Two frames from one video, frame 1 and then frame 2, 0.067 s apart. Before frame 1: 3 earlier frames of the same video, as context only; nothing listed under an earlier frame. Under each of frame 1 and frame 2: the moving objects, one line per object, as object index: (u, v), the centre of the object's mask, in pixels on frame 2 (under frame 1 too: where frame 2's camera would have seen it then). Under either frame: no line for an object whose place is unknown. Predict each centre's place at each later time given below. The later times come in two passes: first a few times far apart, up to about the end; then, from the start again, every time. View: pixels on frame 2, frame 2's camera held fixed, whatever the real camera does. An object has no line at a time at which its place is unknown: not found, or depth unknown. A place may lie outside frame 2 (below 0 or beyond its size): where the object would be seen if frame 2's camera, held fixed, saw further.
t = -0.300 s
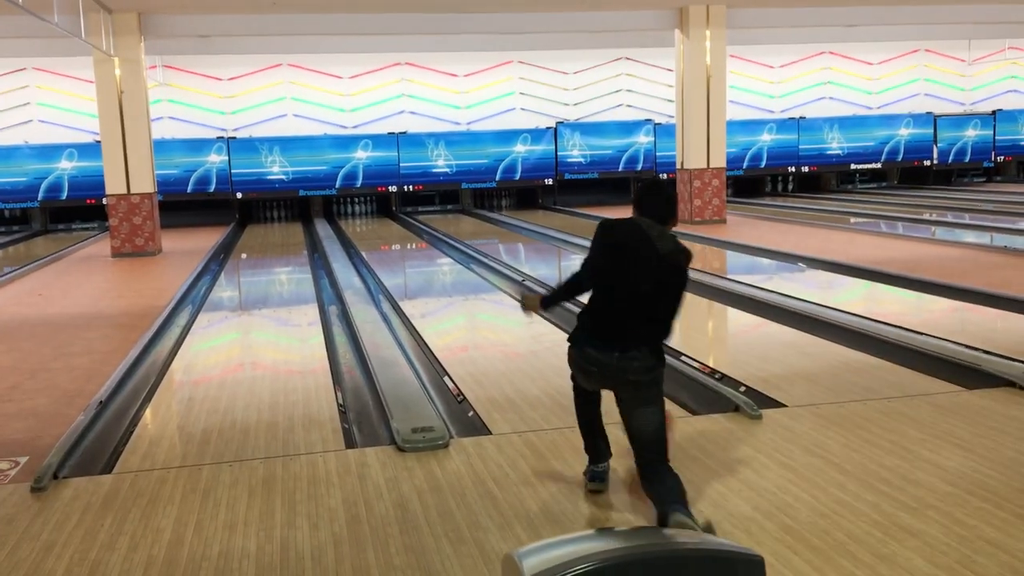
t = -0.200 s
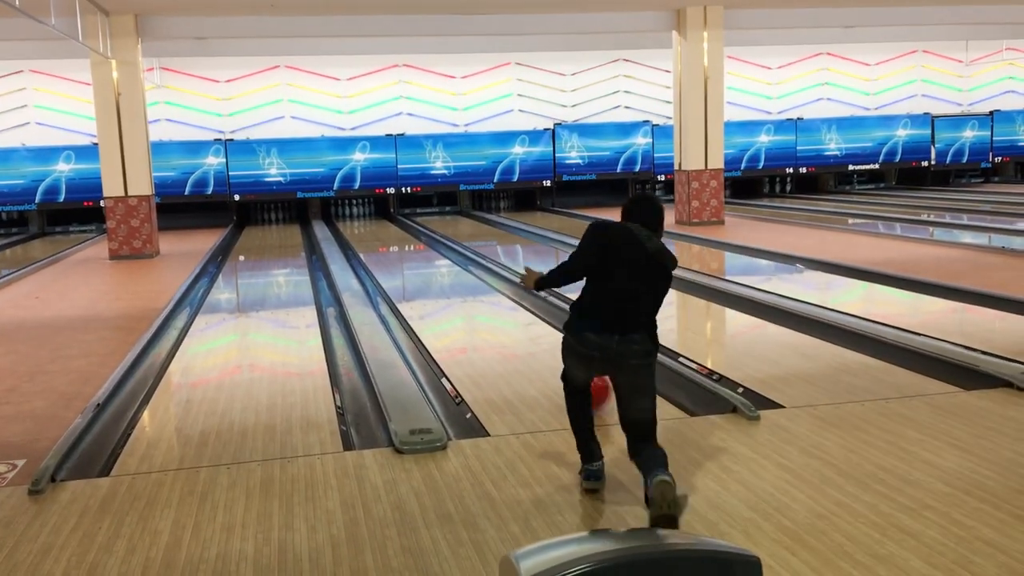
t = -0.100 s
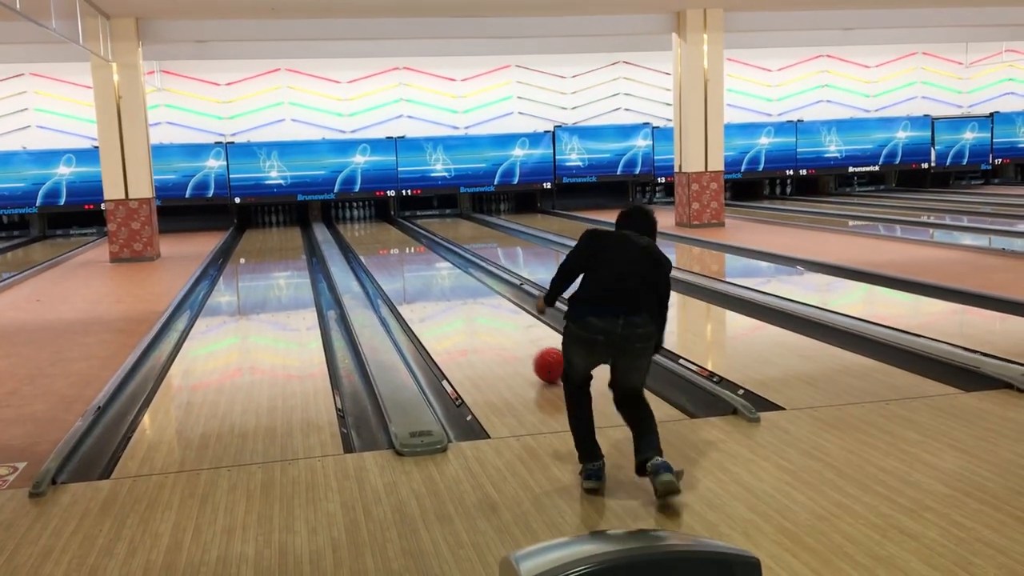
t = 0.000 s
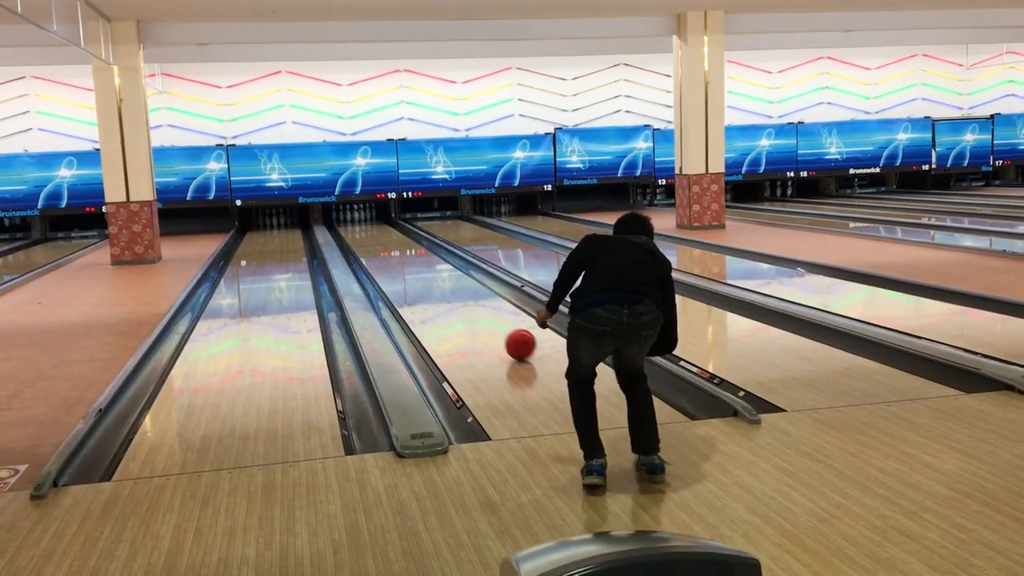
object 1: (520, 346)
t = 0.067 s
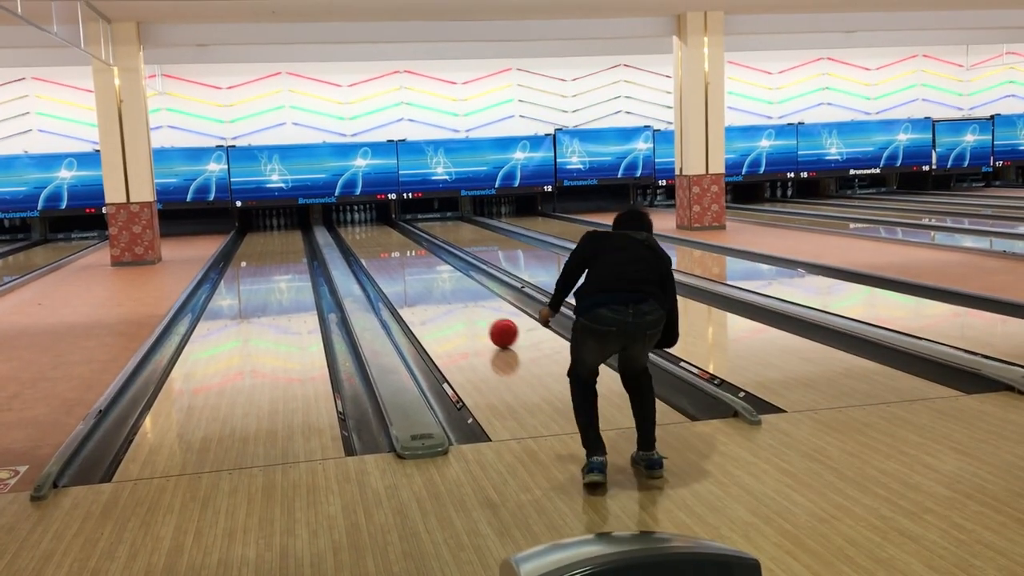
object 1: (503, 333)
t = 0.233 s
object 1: (470, 309)
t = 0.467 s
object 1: (437, 284)
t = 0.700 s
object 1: (413, 268)
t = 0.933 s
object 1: (395, 254)
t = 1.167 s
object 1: (381, 244)
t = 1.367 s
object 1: (372, 237)
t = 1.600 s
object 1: (363, 231)
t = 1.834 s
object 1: (356, 226)
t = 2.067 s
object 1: (348, 221)
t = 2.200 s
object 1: (347, 220)
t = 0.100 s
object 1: (496, 327)
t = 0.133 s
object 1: (488, 322)
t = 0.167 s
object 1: (482, 318)
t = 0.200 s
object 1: (475, 313)
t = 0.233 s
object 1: (470, 309)
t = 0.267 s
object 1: (464, 305)
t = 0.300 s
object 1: (459, 301)
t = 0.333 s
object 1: (454, 297)
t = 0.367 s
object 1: (449, 294)
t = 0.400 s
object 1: (445, 290)
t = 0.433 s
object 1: (440, 287)
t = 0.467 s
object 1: (437, 284)
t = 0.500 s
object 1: (433, 282)
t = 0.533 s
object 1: (429, 279)
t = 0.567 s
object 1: (426, 277)
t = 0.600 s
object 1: (422, 274)
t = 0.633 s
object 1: (419, 272)
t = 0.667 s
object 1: (416, 269)
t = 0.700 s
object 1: (413, 268)
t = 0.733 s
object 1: (410, 265)
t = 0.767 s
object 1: (407, 263)
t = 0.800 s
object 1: (405, 261)
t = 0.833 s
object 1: (402, 260)
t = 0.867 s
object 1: (400, 258)
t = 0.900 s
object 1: (397, 256)
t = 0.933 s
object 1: (395, 254)
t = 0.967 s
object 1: (393, 252)
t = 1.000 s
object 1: (391, 251)
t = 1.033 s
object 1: (389, 250)
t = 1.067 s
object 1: (387, 248)
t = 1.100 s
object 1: (385, 247)
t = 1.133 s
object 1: (383, 246)
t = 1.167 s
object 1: (381, 244)
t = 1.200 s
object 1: (380, 243)
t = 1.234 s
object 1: (378, 242)
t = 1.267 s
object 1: (376, 240)
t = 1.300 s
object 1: (375, 240)
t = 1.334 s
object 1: (373, 238)
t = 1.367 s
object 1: (372, 237)
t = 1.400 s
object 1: (370, 236)
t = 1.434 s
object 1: (369, 235)
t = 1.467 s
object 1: (367, 234)
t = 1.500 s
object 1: (366, 233)
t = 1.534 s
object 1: (365, 233)
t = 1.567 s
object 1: (364, 232)
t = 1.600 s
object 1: (363, 231)
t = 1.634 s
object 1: (362, 230)
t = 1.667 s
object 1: (360, 229)
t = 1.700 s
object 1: (359, 229)
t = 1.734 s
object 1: (358, 228)
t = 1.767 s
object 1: (357, 227)
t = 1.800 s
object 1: (356, 226)
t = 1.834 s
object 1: (356, 226)
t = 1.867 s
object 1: (354, 225)
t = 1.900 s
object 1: (353, 224)
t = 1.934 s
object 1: (352, 224)
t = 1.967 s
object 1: (352, 223)
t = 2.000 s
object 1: (351, 222)
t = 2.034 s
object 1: (350, 222)
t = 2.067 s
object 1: (348, 221)
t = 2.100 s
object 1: (347, 220)
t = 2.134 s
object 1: (347, 220)
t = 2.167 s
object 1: (347, 220)
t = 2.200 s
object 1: (347, 220)
